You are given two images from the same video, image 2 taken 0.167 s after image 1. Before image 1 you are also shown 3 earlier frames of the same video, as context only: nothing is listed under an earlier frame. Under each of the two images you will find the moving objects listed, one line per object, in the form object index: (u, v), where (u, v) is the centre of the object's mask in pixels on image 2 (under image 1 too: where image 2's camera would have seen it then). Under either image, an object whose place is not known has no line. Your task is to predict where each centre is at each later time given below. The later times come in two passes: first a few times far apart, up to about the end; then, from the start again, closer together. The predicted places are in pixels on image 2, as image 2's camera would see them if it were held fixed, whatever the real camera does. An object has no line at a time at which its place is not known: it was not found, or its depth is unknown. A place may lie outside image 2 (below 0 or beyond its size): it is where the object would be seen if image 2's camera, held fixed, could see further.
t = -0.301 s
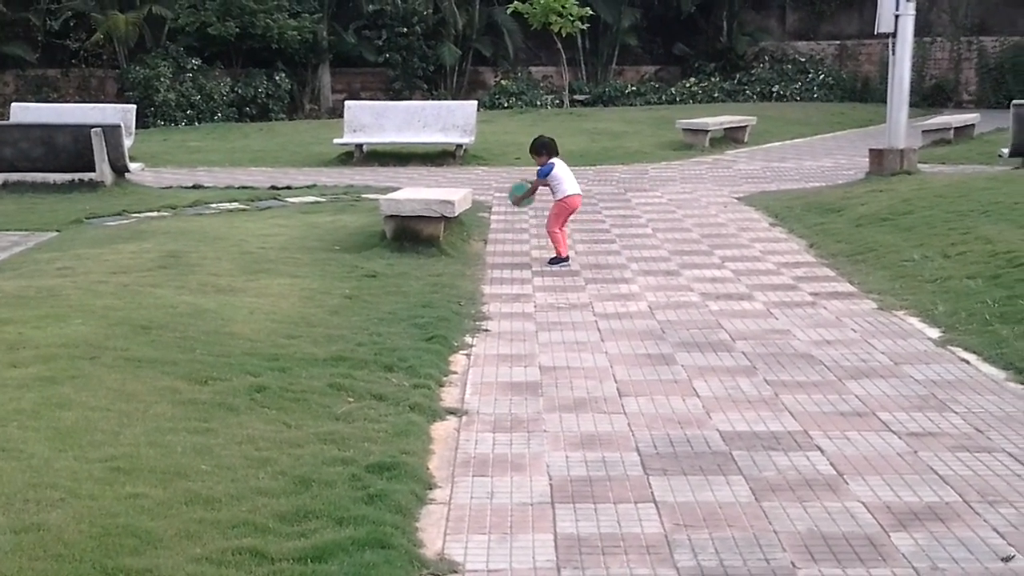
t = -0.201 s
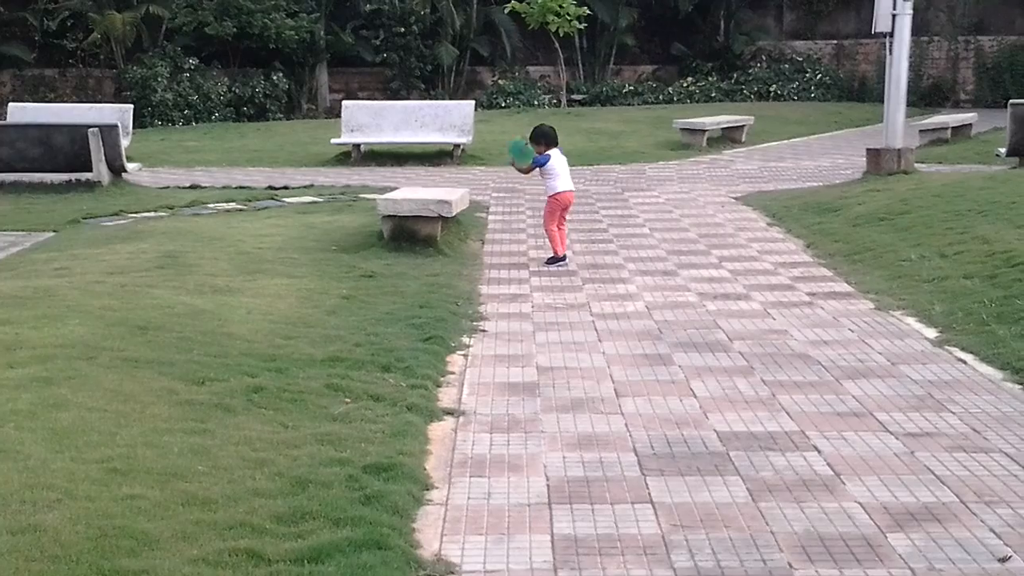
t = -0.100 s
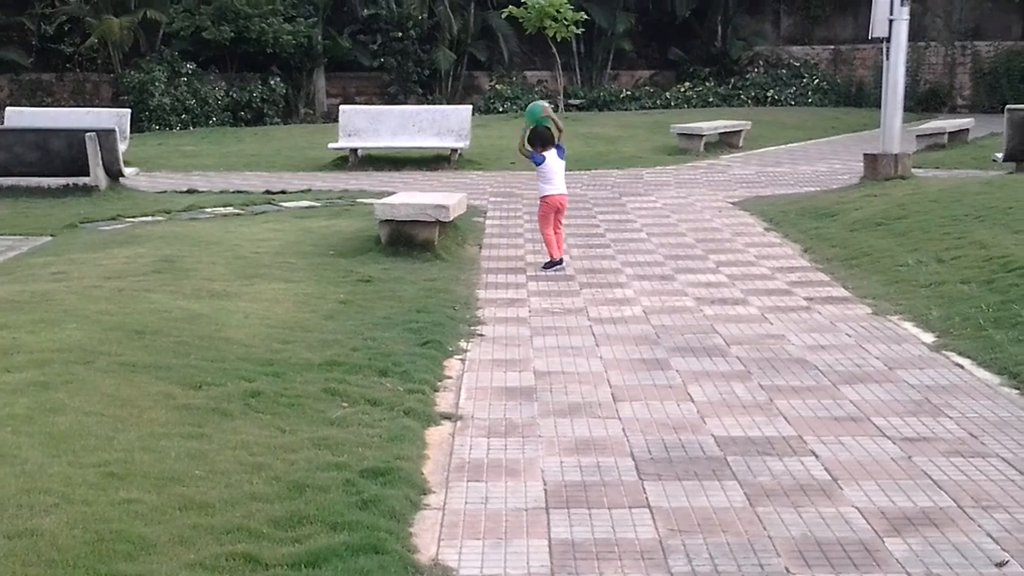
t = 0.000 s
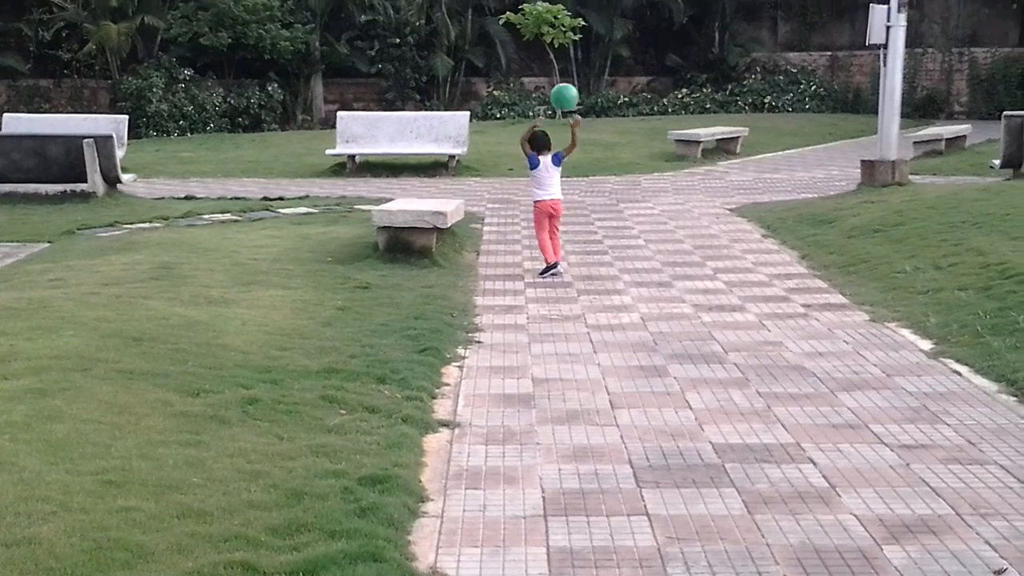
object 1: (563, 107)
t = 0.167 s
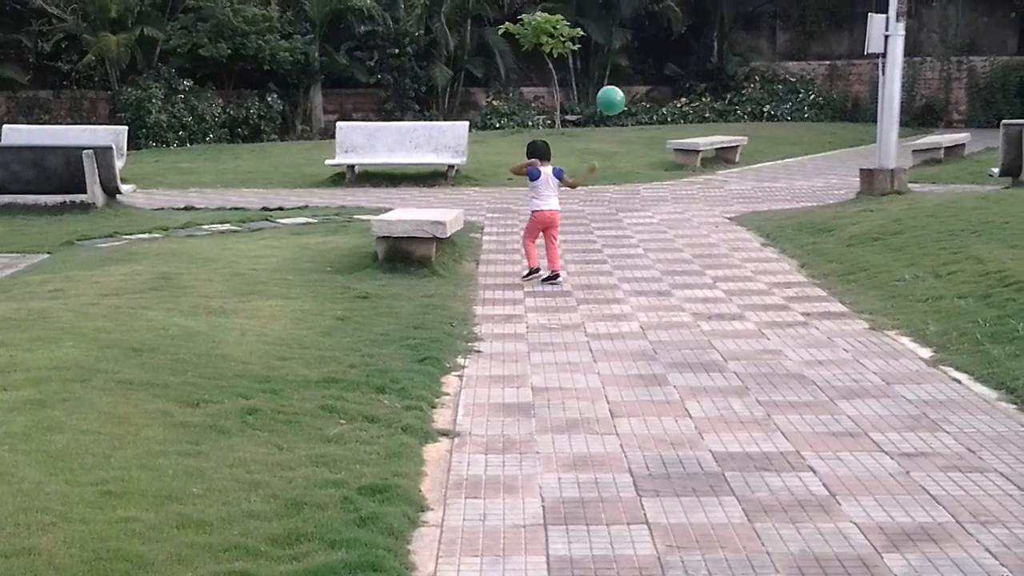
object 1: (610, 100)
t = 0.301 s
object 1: (647, 124)
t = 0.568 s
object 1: (719, 264)
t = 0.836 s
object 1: (753, 246)
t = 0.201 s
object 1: (620, 104)
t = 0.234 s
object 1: (629, 109)
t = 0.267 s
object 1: (638, 115)
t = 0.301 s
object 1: (647, 124)
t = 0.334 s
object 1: (657, 136)
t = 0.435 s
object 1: (684, 180)
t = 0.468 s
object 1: (693, 200)
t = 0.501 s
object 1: (702, 220)
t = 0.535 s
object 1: (710, 240)
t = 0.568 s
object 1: (719, 264)
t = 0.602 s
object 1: (726, 282)
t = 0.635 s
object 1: (730, 271)
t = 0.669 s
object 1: (734, 262)
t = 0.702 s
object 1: (738, 256)
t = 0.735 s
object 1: (742, 250)
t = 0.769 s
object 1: (745, 246)
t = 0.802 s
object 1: (748, 245)
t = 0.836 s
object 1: (753, 246)
